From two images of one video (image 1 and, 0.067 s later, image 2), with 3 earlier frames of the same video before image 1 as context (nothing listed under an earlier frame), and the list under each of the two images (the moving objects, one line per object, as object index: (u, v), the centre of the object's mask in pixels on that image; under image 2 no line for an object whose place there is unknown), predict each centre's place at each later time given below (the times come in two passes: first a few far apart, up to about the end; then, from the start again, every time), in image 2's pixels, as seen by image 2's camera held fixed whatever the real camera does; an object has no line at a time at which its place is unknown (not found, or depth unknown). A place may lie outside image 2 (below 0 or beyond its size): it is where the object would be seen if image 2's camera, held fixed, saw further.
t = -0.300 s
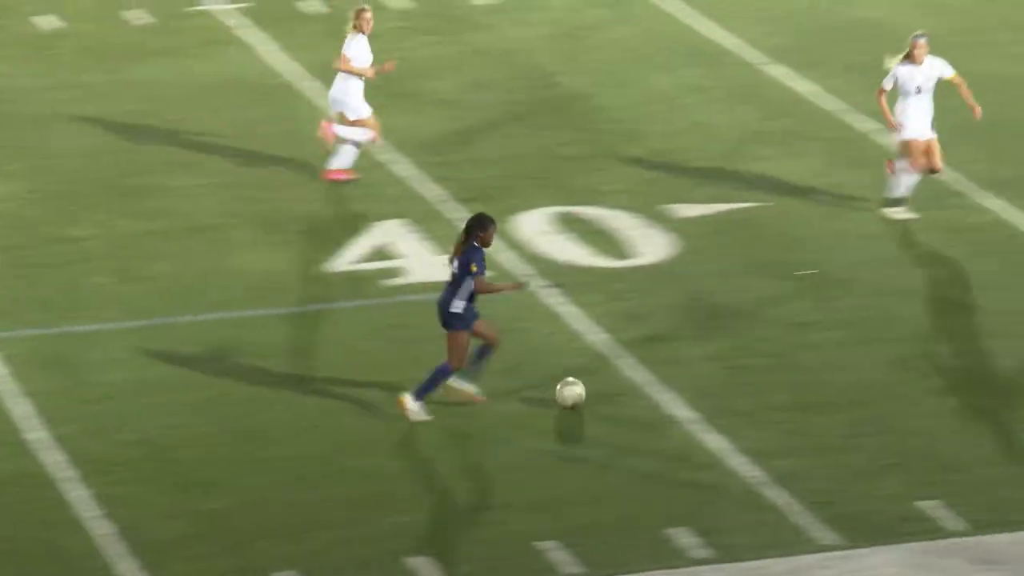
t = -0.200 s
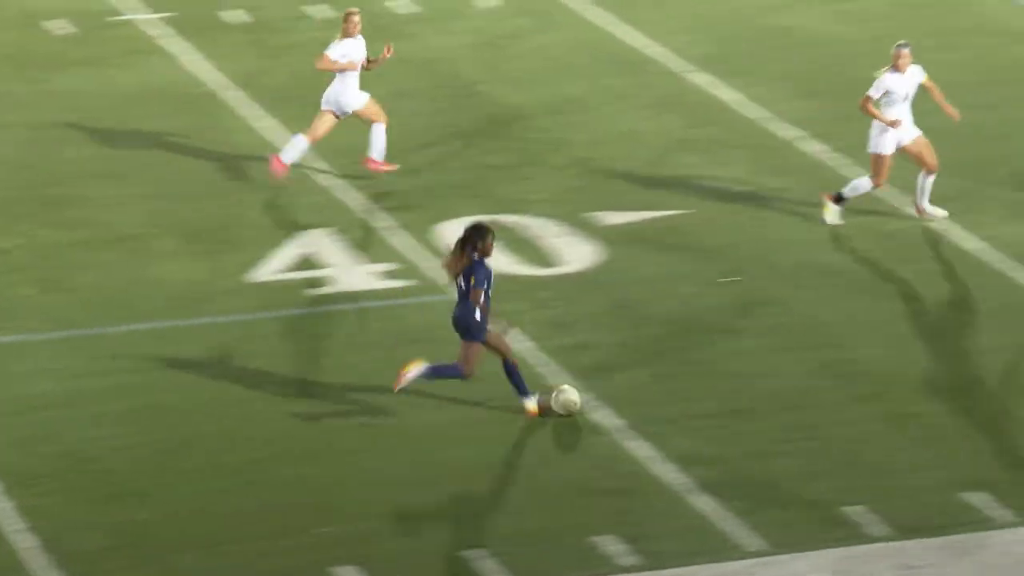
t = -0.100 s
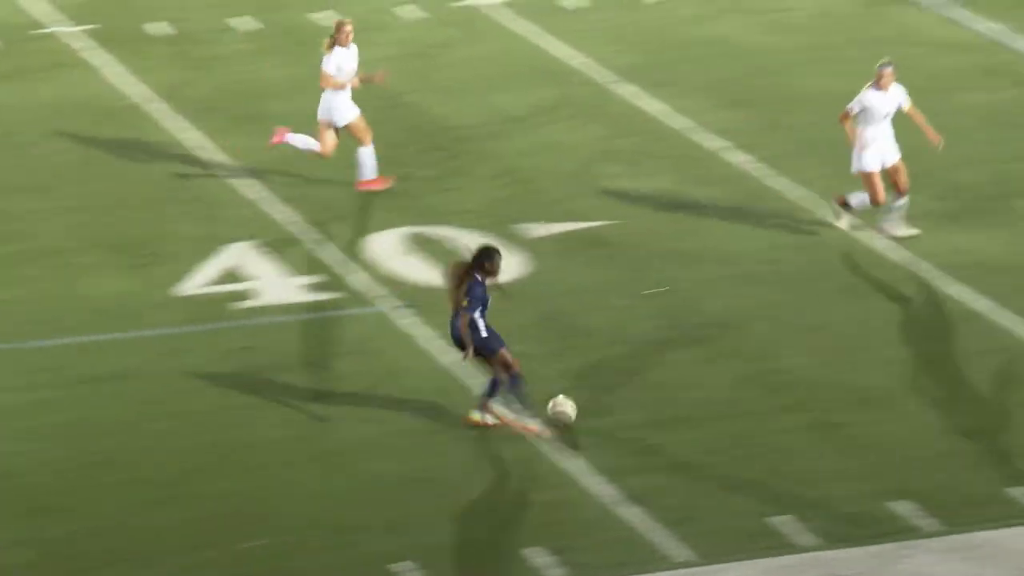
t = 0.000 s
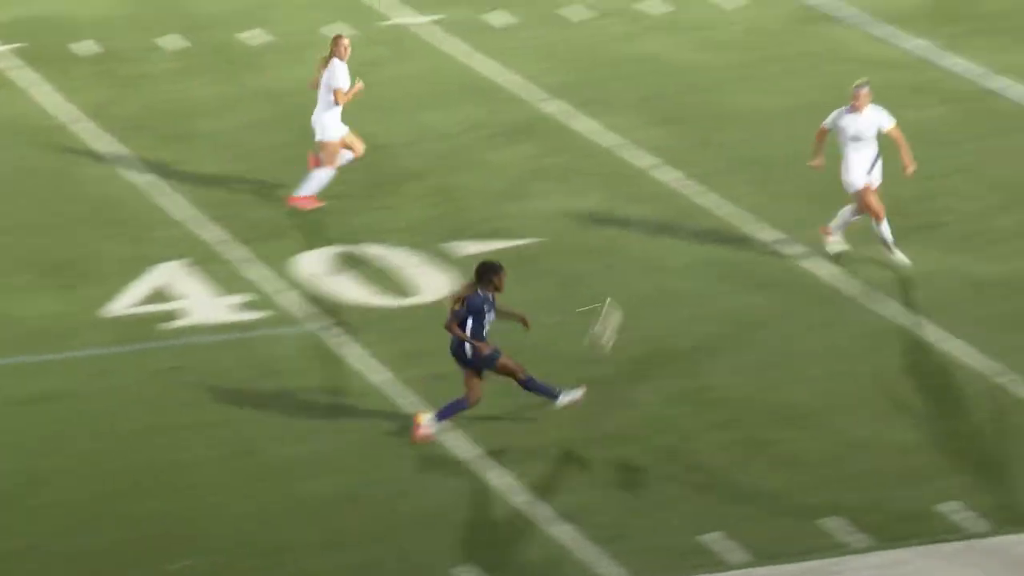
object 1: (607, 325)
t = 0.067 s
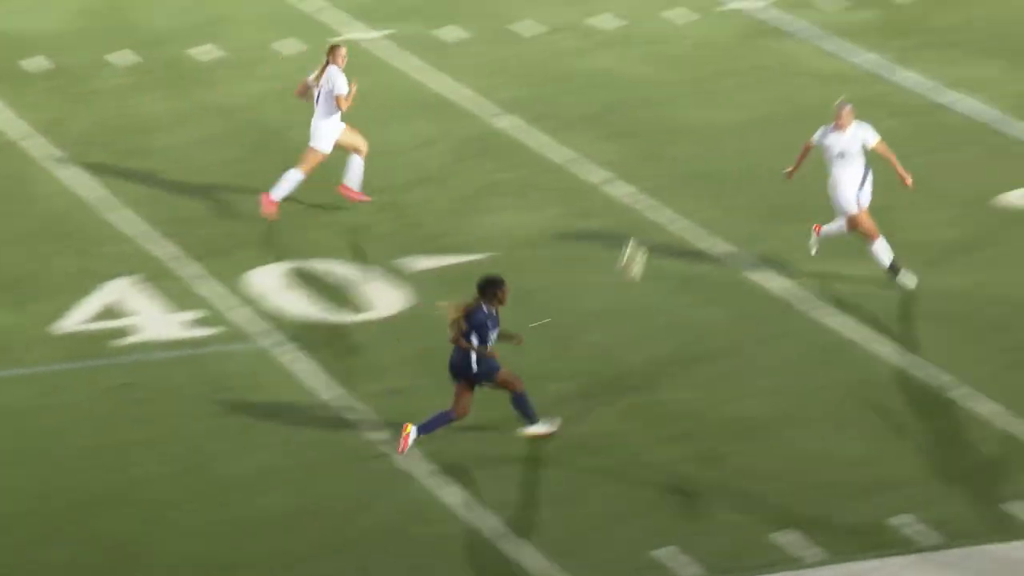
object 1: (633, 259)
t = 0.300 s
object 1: (839, 57)
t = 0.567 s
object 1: (1001, -73)
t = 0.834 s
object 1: (1099, -112)
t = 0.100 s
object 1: (668, 223)
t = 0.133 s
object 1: (701, 190)
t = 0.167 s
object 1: (730, 160)
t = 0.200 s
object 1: (760, 134)
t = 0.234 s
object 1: (790, 105)
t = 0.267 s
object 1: (815, 81)
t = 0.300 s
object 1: (839, 57)
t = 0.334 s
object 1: (863, 35)
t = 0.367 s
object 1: (887, 15)
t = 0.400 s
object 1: (907, -3)
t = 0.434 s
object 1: (928, -20)
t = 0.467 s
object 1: (949, -36)
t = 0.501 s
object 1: (967, -50)
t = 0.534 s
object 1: (985, -62)
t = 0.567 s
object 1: (1001, -73)
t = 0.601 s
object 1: (1018, -83)
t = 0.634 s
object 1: (1032, -91)
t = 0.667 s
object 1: (1044, -97)
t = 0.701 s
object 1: (1058, -104)
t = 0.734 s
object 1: (1069, -108)
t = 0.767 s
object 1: (1081, -112)
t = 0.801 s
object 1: (1092, -114)
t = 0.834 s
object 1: (1099, -112)
